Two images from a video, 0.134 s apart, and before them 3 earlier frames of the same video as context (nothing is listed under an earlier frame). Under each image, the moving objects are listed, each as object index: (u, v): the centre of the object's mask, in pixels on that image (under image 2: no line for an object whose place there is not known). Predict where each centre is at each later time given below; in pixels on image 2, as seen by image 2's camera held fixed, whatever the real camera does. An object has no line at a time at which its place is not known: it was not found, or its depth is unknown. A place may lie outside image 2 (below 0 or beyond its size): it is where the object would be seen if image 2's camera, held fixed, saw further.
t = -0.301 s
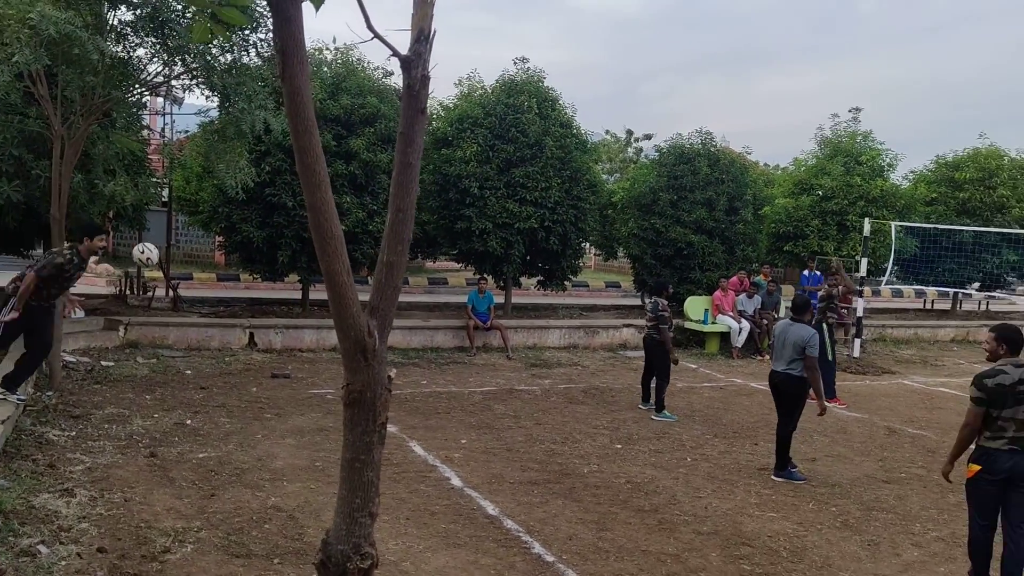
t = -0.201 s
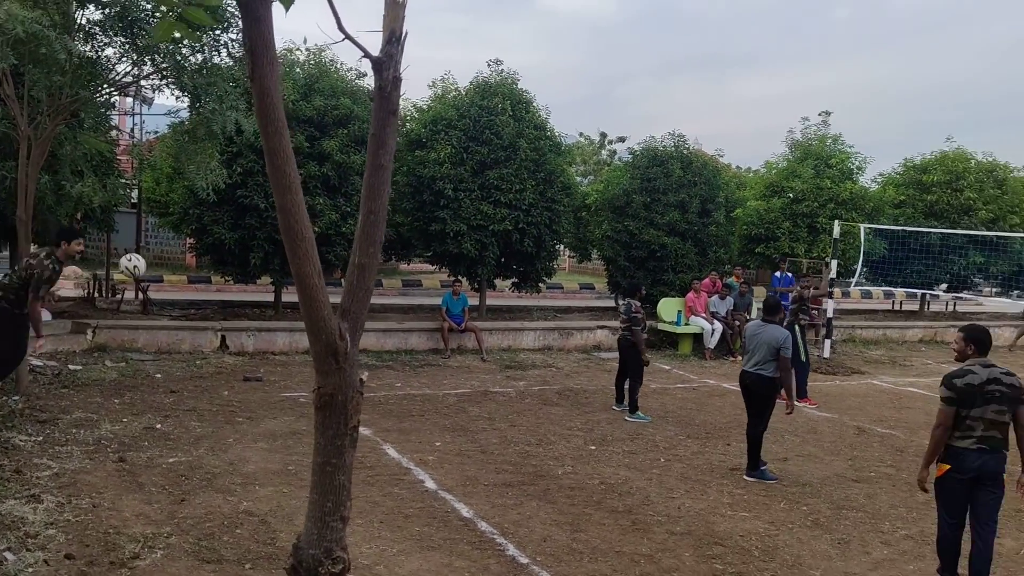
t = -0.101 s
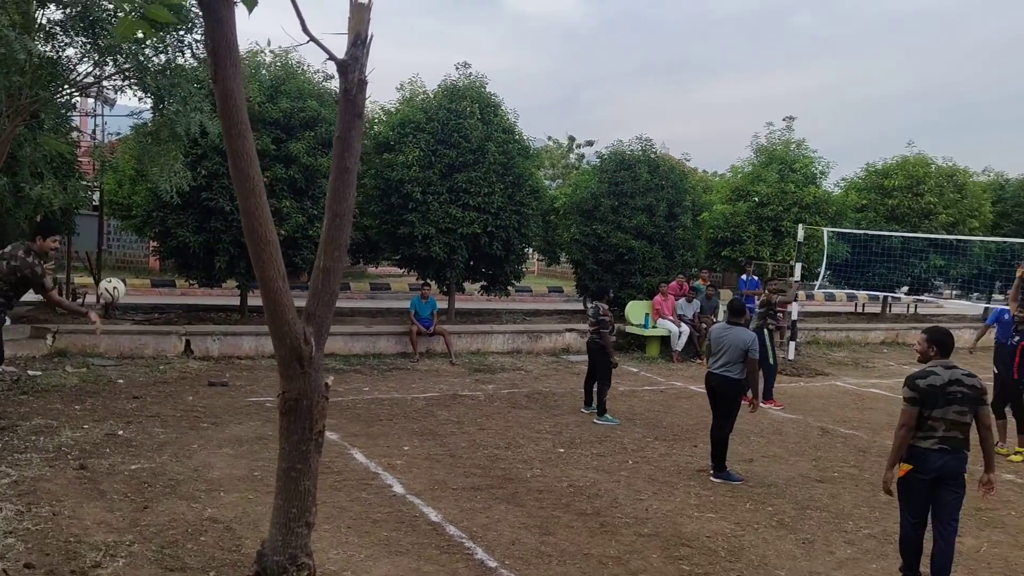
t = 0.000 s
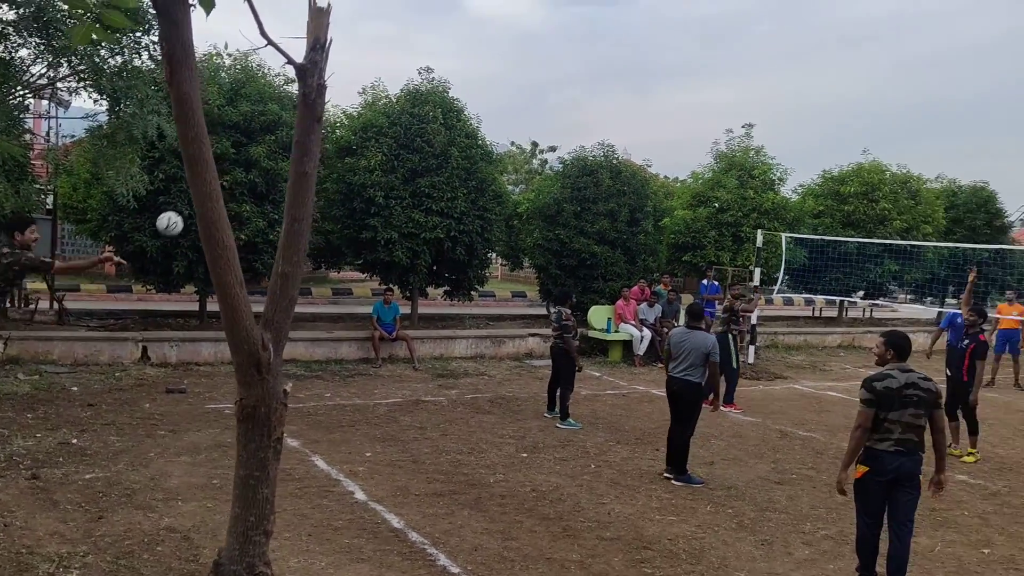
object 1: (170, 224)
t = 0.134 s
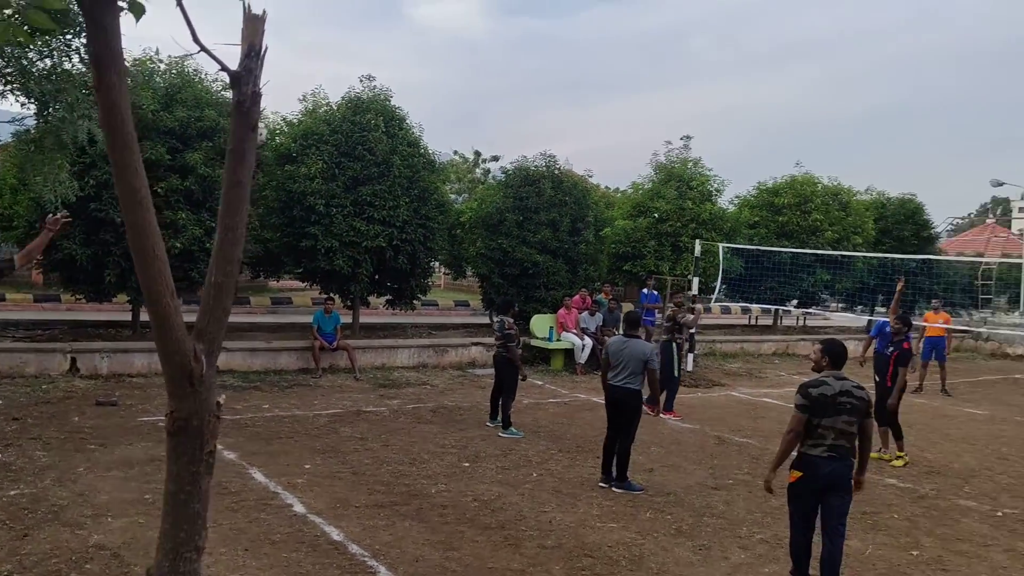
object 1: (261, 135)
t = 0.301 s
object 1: (413, 55)
